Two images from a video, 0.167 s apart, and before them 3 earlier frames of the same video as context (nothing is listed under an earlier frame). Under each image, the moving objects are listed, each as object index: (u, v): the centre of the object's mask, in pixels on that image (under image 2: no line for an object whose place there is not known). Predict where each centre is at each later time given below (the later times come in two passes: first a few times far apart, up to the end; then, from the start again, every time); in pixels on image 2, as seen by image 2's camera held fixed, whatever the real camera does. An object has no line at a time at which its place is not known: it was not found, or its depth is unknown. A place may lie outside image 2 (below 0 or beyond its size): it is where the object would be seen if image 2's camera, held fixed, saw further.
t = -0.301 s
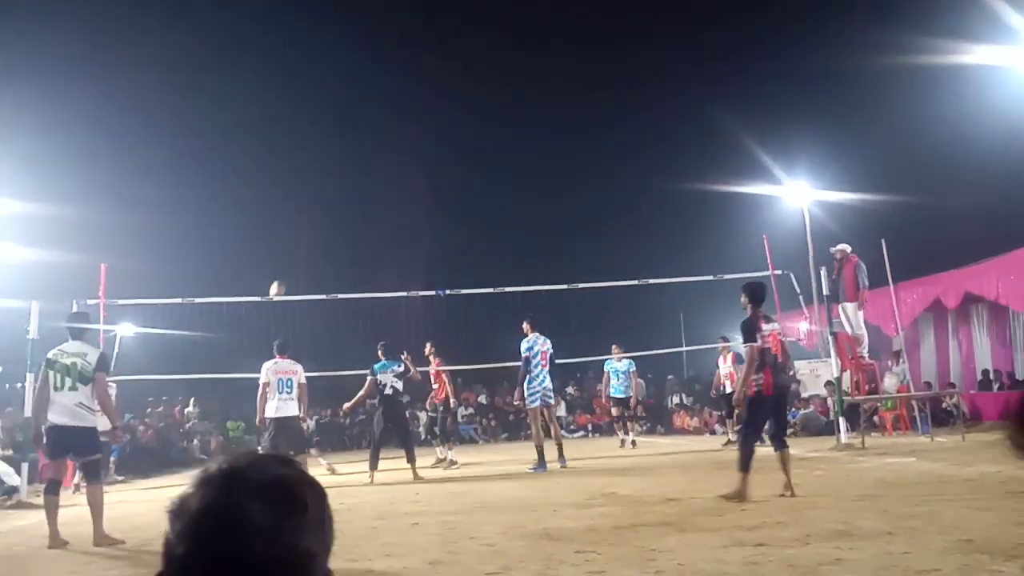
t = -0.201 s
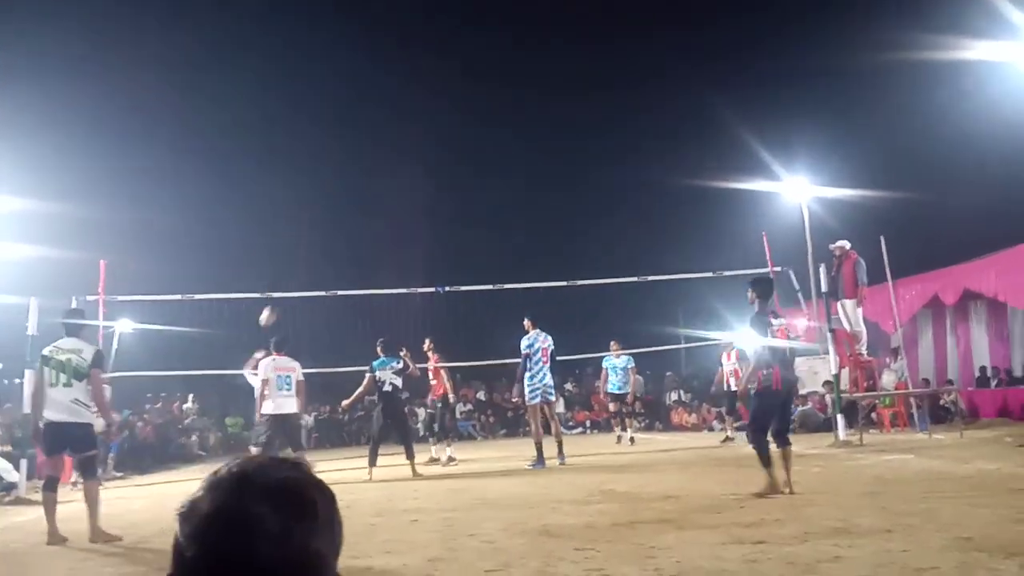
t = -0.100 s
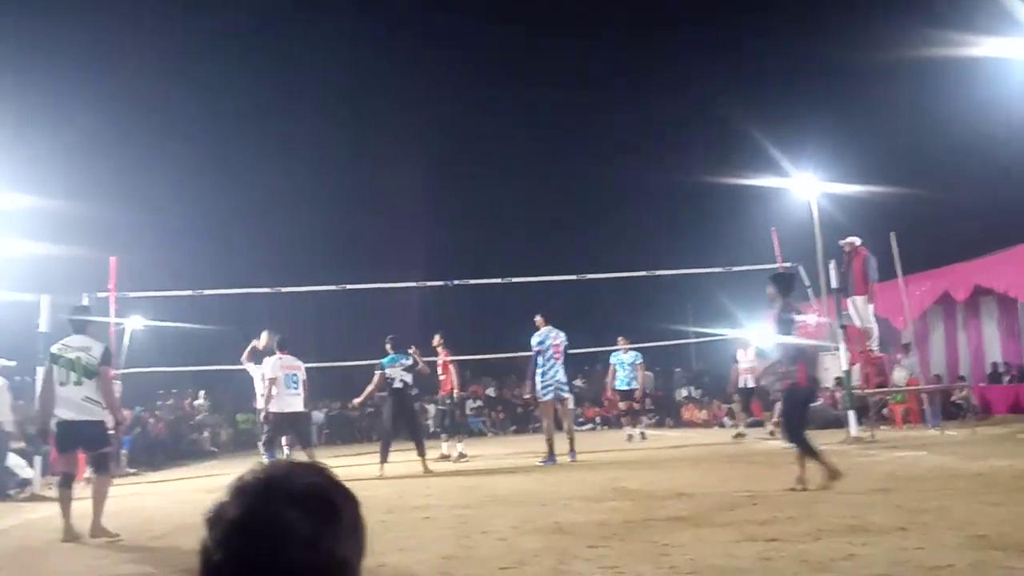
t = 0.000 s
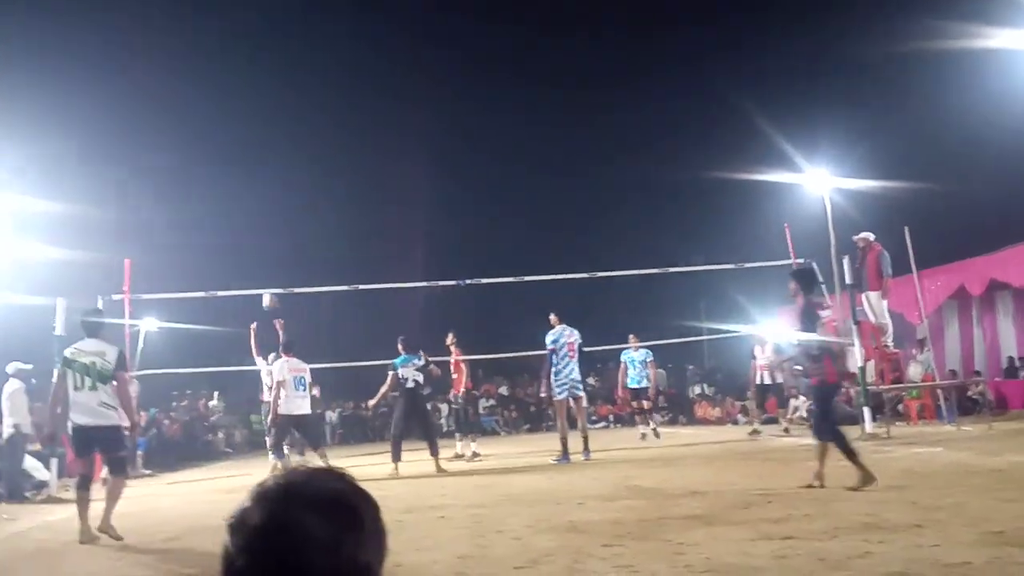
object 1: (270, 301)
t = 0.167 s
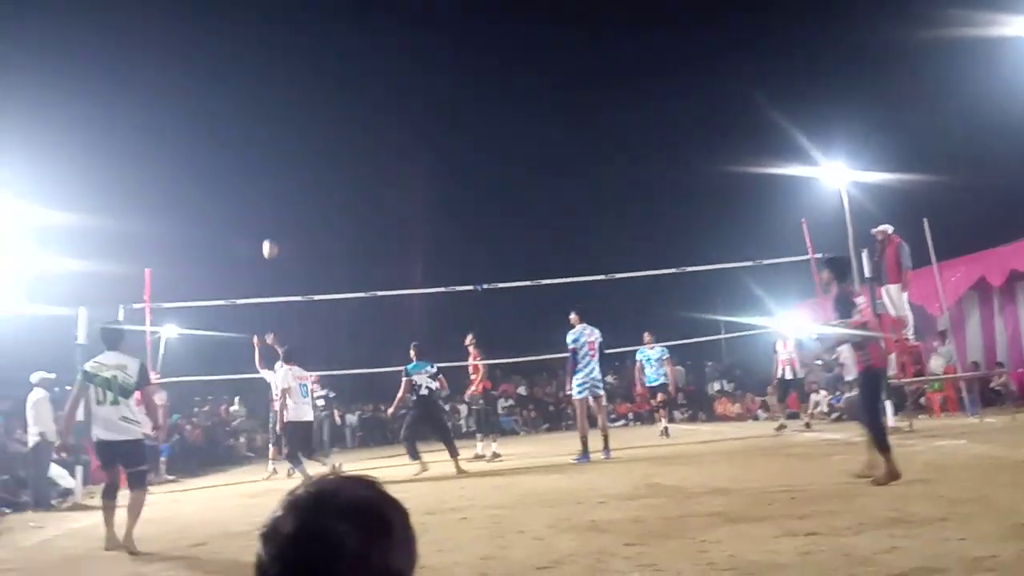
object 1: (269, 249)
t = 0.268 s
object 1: (259, 225)
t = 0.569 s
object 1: (230, 190)
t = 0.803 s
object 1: (209, 202)
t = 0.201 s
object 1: (266, 240)
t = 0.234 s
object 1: (262, 232)
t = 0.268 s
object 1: (259, 225)
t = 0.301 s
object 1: (255, 218)
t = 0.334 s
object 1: (252, 212)
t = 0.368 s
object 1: (249, 207)
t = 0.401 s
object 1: (245, 202)
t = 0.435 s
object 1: (242, 198)
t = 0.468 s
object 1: (239, 195)
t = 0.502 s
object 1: (236, 192)
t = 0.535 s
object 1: (233, 191)
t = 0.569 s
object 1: (230, 190)
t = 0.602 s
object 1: (226, 189)
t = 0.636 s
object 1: (224, 190)
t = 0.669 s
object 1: (221, 190)
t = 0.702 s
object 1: (218, 193)
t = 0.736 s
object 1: (215, 195)
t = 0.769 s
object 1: (212, 198)
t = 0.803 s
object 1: (209, 202)
